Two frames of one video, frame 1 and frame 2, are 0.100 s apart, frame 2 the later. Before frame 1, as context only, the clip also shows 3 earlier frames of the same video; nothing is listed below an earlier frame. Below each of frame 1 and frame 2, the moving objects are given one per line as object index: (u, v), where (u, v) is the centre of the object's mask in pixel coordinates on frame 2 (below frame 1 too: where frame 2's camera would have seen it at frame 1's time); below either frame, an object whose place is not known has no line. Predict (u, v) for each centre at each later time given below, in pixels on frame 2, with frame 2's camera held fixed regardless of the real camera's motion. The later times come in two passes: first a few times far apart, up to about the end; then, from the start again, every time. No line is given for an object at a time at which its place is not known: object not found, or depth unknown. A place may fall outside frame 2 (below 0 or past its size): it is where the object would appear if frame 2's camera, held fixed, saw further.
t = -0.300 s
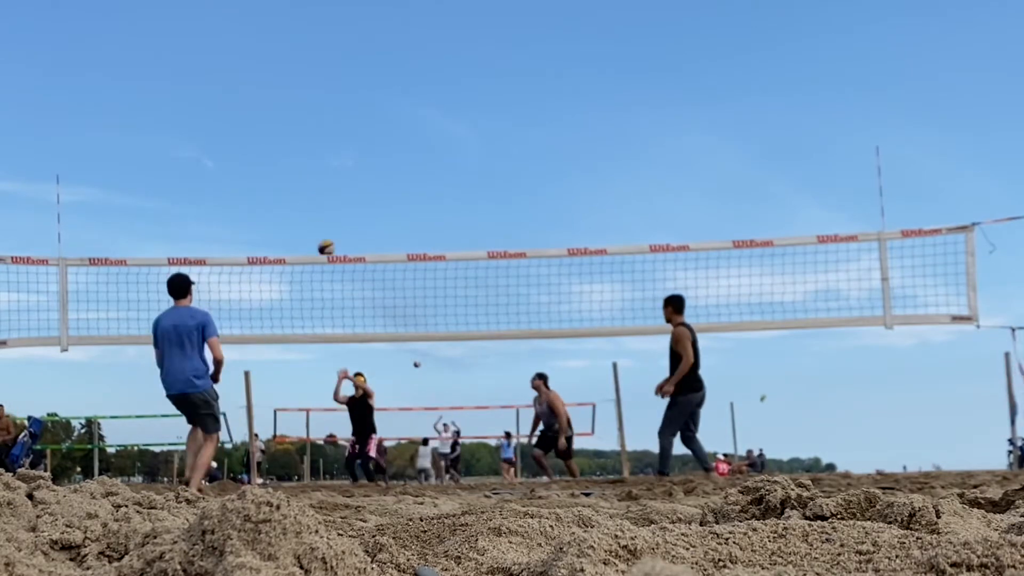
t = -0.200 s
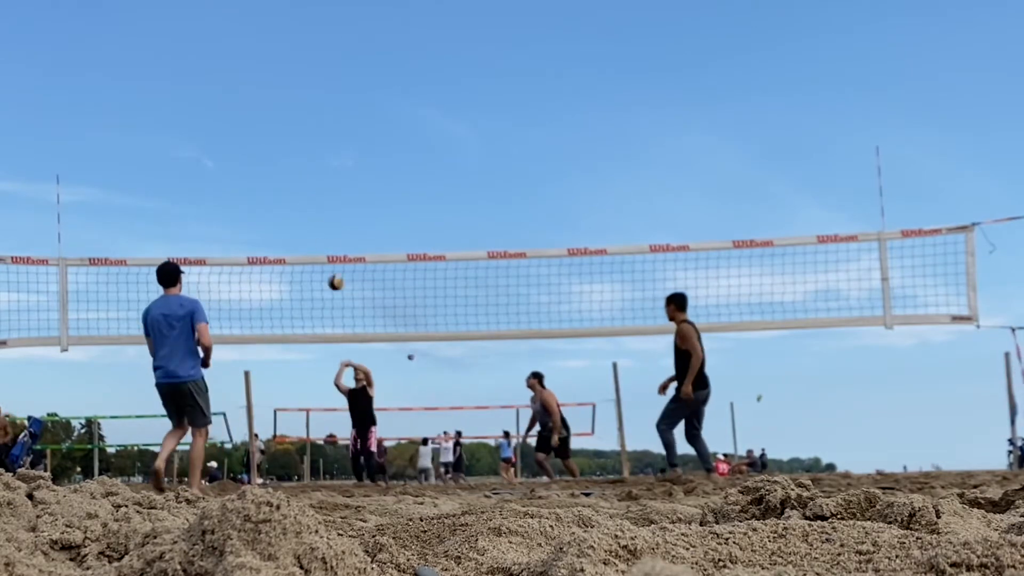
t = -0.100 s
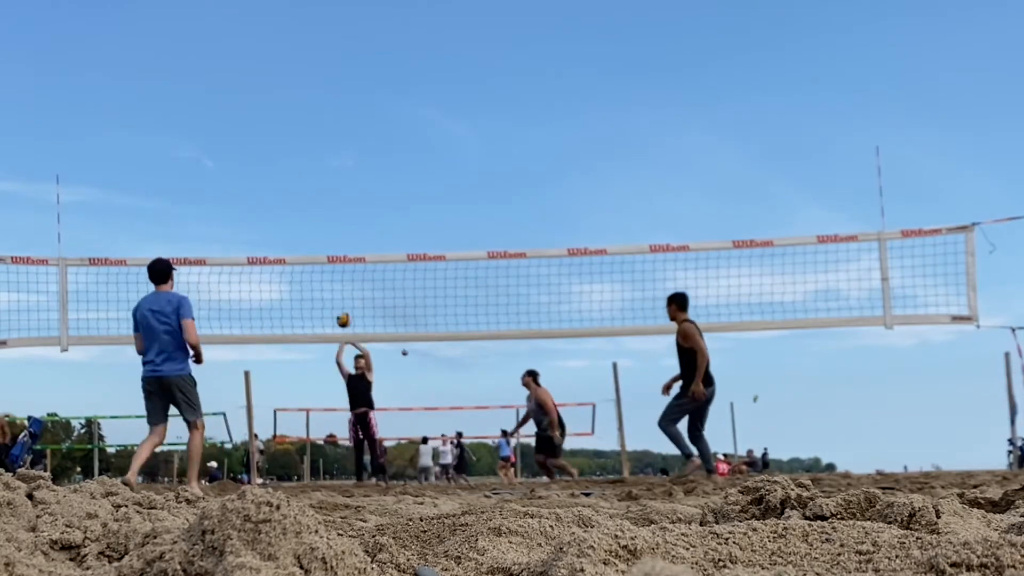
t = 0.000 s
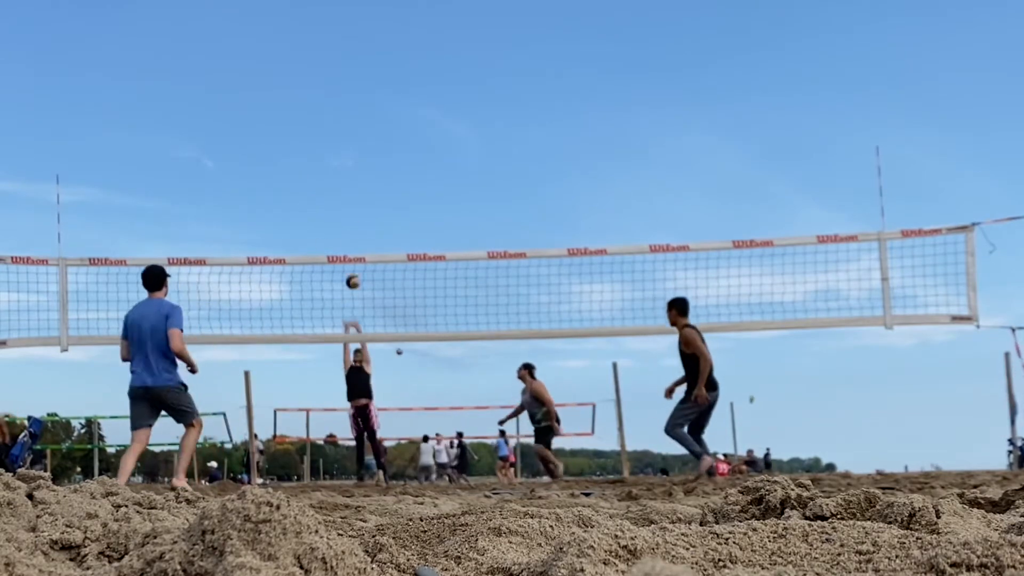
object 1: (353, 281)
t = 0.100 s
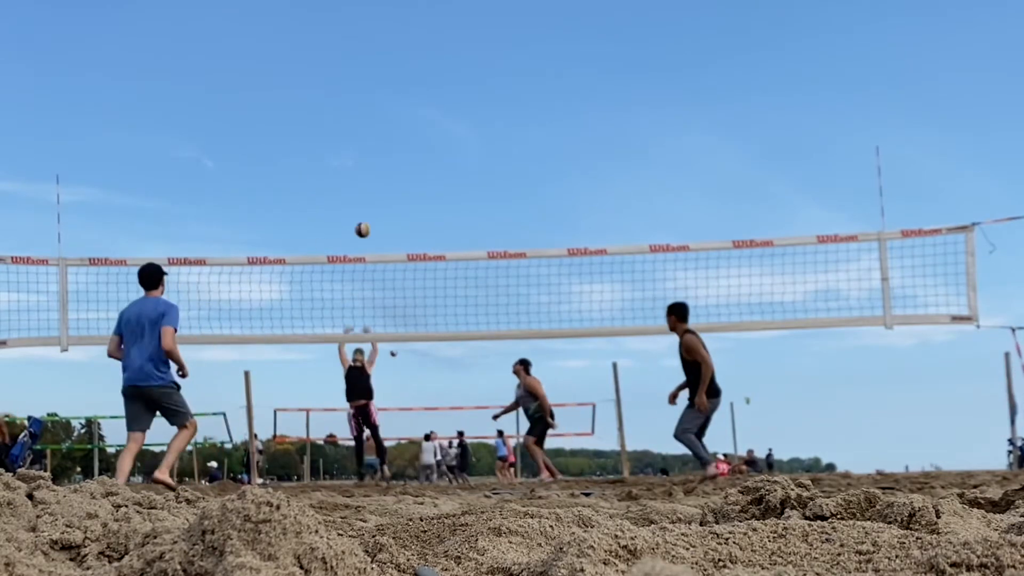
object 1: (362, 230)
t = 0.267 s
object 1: (377, 162)
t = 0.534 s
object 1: (400, 95)
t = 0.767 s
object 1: (419, 80)
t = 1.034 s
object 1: (439, 109)
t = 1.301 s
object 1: (457, 187)
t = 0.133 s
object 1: (366, 215)
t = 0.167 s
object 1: (369, 200)
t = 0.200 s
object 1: (372, 186)
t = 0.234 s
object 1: (375, 173)
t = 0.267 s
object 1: (377, 162)
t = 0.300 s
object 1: (380, 151)
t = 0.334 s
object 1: (383, 140)
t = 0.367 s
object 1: (386, 131)
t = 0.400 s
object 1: (389, 122)
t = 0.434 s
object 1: (392, 114)
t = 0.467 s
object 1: (394, 107)
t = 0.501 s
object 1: (397, 101)
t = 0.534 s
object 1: (400, 95)
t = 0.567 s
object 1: (403, 90)
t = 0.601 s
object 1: (406, 86)
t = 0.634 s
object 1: (409, 84)
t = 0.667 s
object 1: (412, 81)
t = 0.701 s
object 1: (414, 80)
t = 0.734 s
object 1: (416, 79)
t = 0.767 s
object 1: (419, 80)
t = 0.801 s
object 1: (421, 81)
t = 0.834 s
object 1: (424, 83)
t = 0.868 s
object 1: (427, 85)
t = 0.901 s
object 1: (429, 89)
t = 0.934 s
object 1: (432, 92)
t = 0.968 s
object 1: (434, 97)
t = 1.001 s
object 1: (437, 102)
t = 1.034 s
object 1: (439, 109)
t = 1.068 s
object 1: (442, 116)
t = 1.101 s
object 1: (444, 124)
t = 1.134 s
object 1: (447, 133)
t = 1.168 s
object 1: (449, 142)
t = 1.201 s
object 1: (451, 152)
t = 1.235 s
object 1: (453, 163)
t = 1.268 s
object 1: (455, 175)
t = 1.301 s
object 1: (457, 187)
